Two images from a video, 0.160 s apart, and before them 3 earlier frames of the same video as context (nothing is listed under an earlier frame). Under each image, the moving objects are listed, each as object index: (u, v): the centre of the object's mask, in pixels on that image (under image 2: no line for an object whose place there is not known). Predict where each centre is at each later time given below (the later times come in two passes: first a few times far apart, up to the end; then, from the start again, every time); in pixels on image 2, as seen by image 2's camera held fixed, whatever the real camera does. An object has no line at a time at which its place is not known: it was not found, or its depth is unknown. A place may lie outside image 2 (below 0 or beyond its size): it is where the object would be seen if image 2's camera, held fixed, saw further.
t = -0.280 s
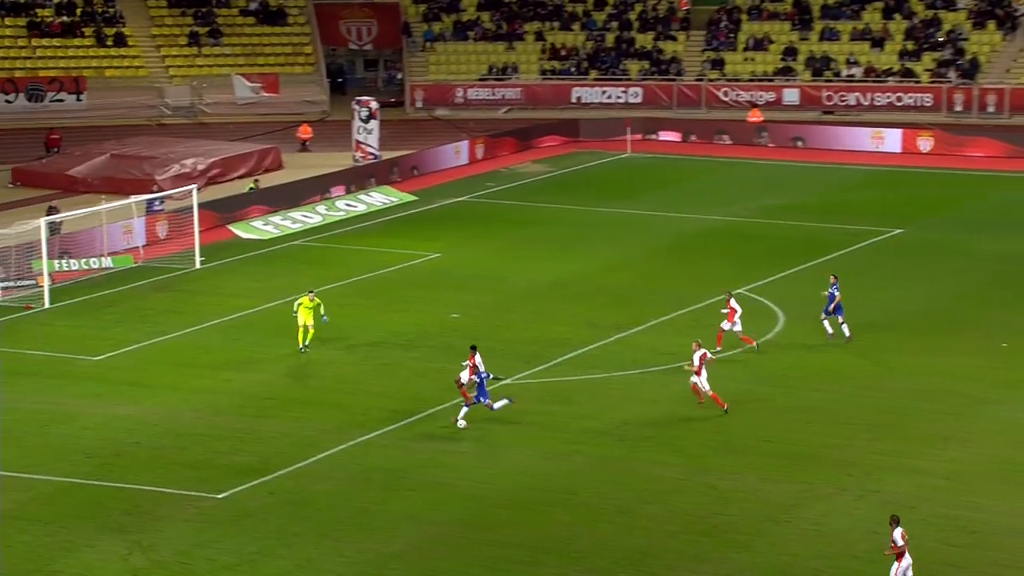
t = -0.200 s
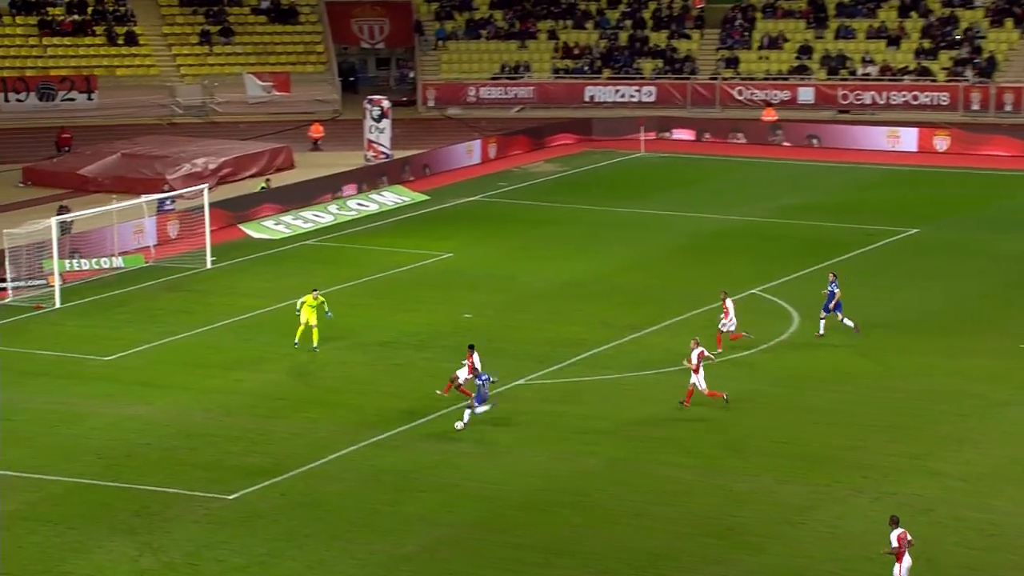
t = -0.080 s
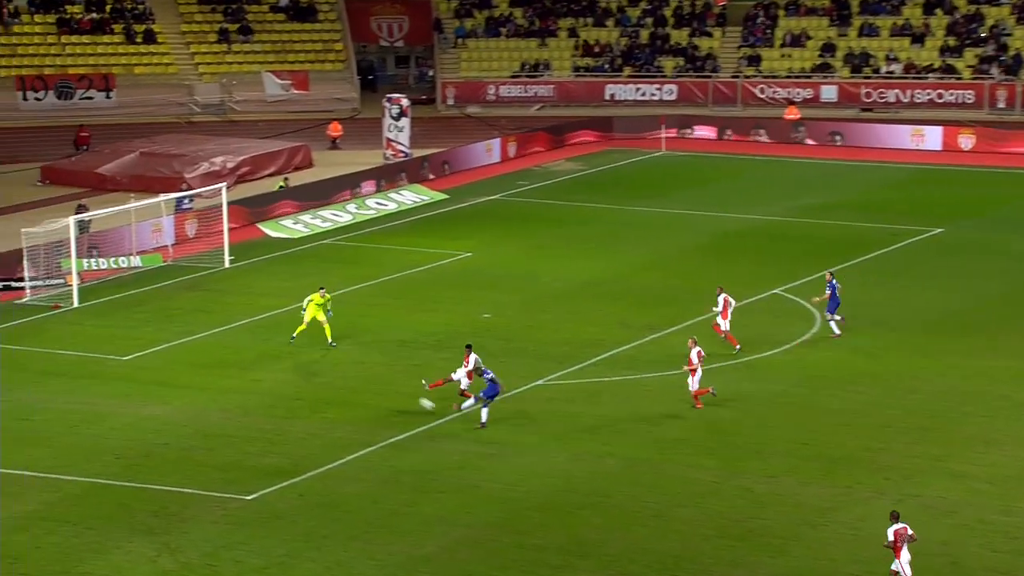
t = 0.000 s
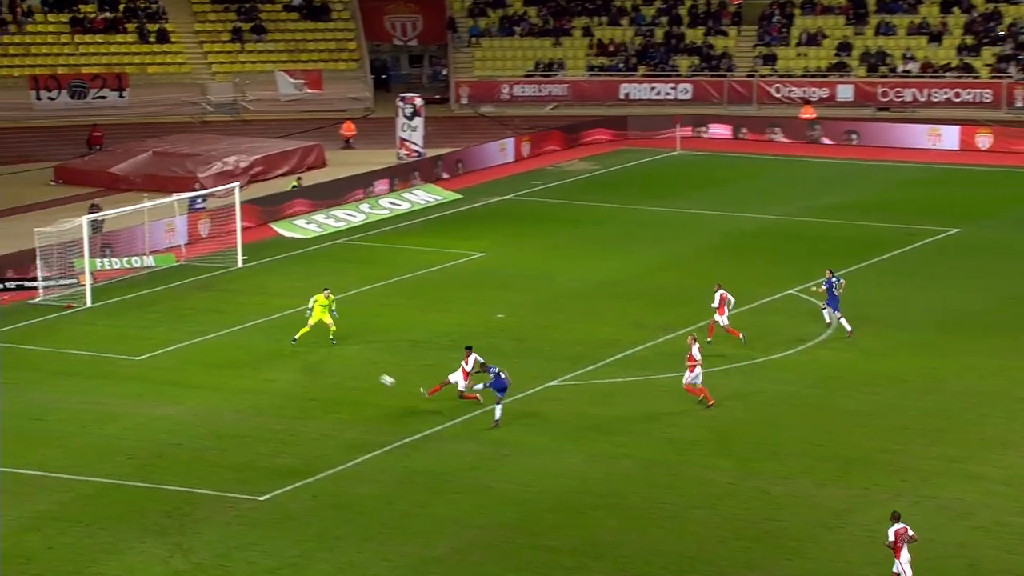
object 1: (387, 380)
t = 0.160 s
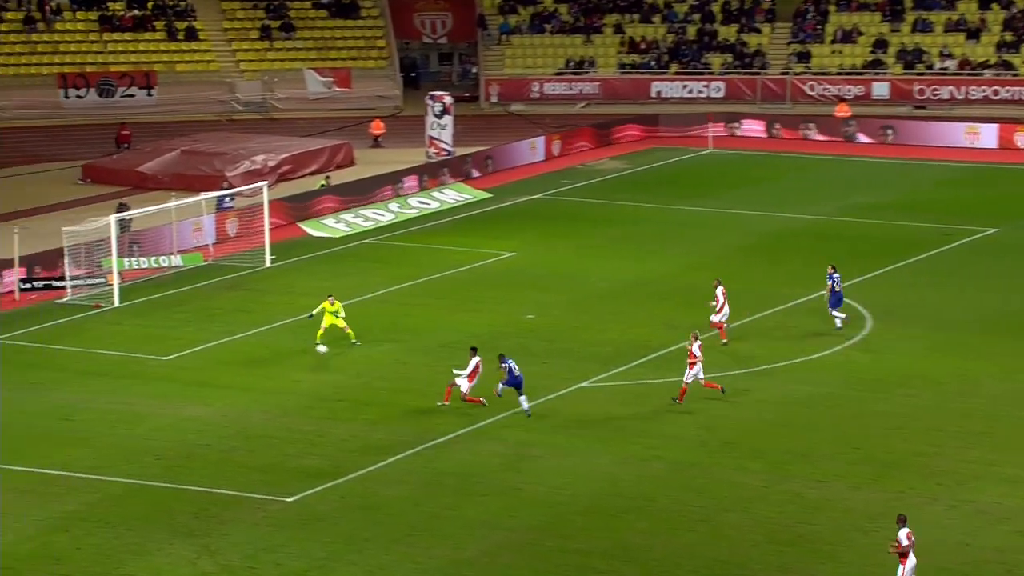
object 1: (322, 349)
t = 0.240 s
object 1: (281, 340)
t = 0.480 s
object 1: (177, 318)
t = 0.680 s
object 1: (130, 296)
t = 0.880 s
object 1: (243, 302)
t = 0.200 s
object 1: (301, 344)
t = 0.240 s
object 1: (281, 340)
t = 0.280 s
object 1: (261, 337)
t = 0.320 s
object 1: (242, 335)
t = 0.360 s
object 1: (224, 334)
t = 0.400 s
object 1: (207, 333)
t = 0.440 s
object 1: (192, 325)
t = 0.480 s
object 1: (177, 318)
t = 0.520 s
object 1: (164, 311)
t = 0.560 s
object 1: (150, 305)
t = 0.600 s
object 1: (137, 300)
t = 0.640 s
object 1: (124, 297)
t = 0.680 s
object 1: (130, 296)
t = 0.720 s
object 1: (154, 296)
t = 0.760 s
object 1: (176, 297)
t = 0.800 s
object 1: (198, 299)
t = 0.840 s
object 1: (221, 301)
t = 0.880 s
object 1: (243, 302)
